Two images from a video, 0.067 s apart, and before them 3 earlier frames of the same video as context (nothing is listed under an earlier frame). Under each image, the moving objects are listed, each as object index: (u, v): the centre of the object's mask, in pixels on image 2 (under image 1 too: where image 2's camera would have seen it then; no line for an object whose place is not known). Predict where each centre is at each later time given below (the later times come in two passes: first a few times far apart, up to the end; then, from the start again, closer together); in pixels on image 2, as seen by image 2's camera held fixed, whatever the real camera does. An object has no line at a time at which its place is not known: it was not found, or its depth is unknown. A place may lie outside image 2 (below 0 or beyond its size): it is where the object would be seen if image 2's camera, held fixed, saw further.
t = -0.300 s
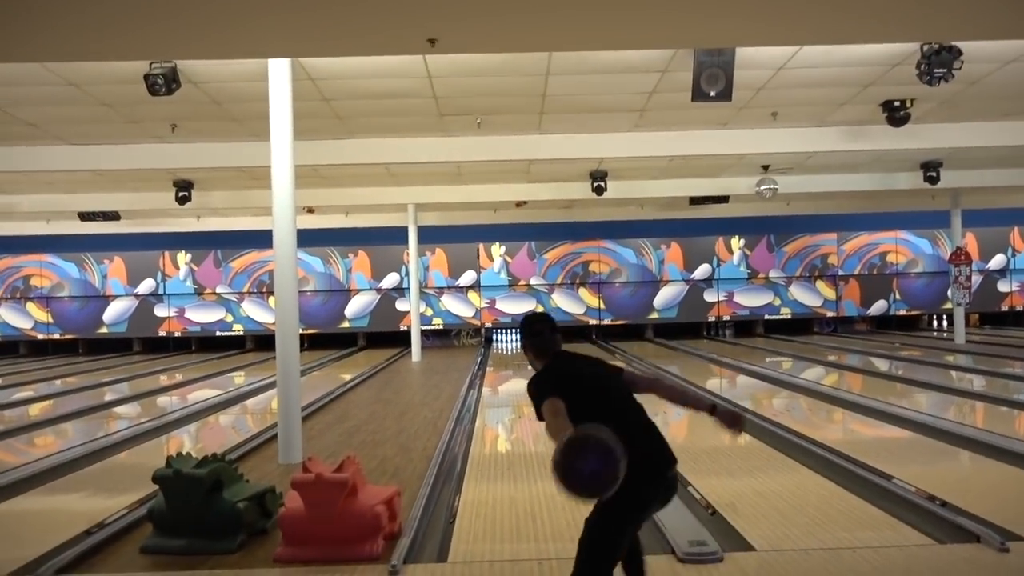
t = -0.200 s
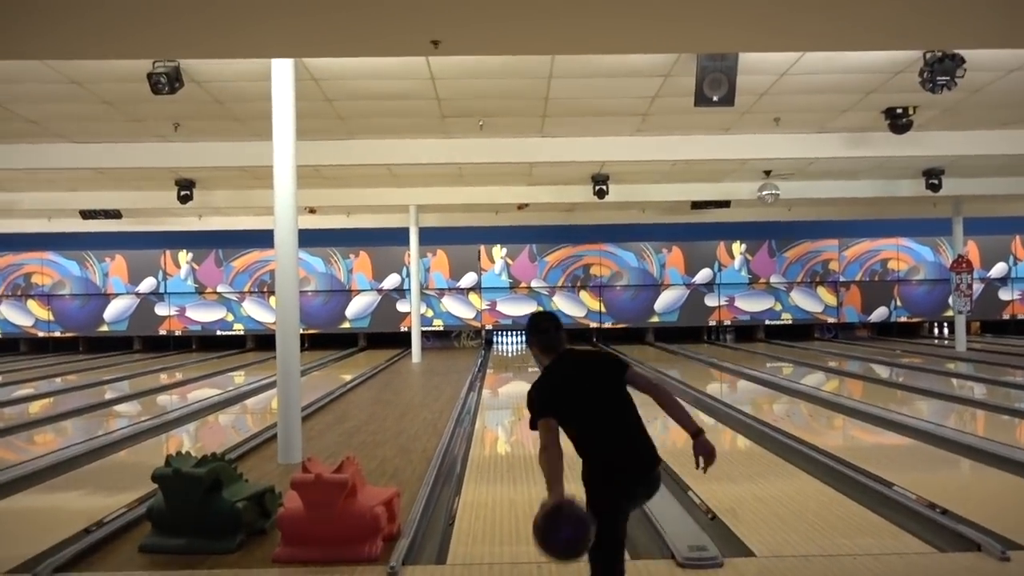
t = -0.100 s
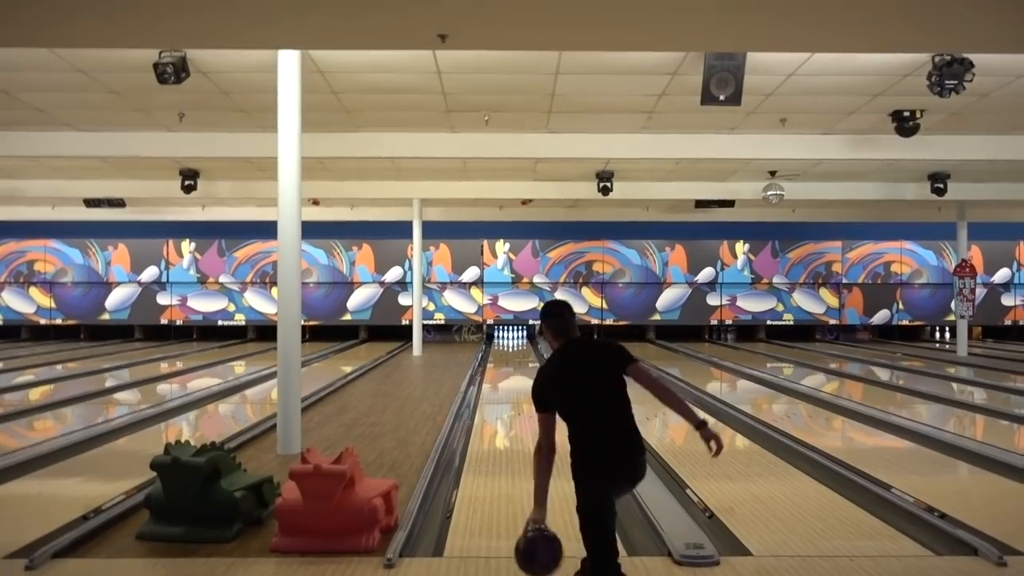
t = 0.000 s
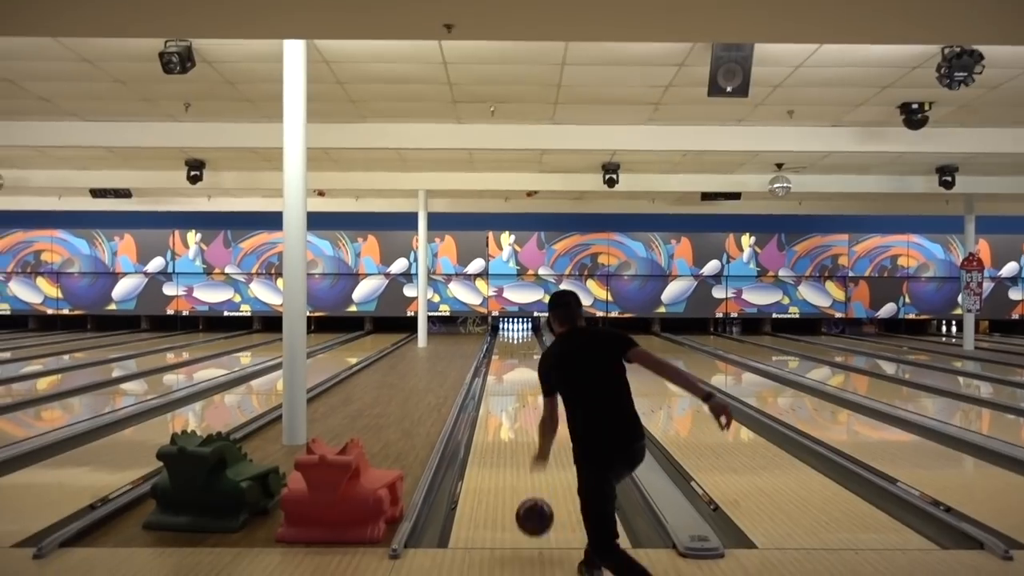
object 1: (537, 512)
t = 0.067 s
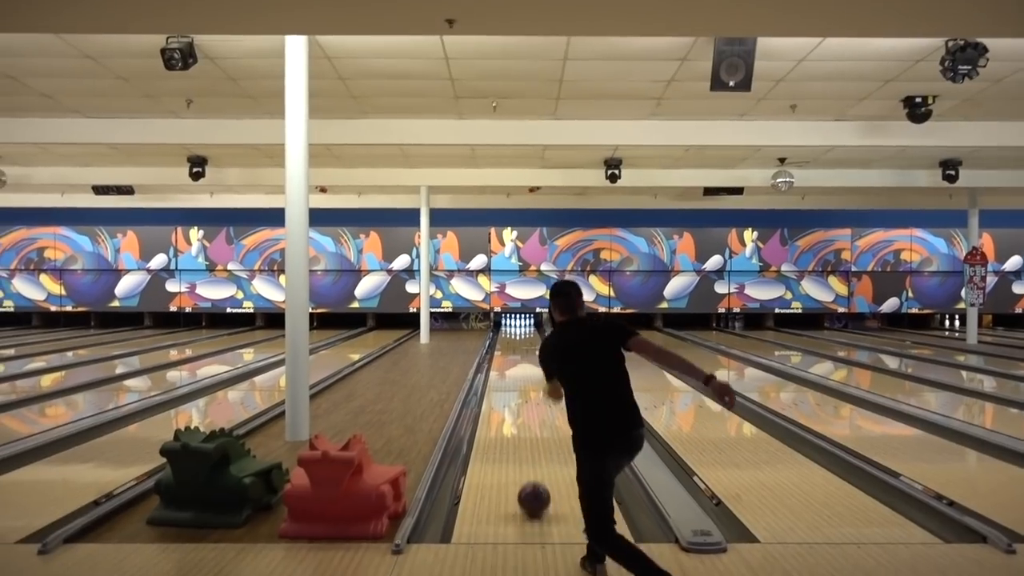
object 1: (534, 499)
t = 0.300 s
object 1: (527, 432)
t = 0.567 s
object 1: (523, 393)
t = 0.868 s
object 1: (520, 367)
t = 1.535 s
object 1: (516, 338)
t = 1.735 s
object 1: (515, 333)
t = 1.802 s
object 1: (515, 331)
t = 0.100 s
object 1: (533, 486)
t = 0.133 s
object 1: (531, 475)
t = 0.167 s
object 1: (530, 465)
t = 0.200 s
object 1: (529, 456)
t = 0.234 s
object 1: (529, 447)
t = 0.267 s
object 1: (528, 439)
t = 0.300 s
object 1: (527, 432)
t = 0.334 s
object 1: (527, 426)
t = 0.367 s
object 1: (526, 420)
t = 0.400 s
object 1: (525, 415)
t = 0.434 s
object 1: (525, 410)
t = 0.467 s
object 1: (524, 405)
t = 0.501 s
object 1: (524, 401)
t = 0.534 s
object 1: (523, 397)
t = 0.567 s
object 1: (523, 393)
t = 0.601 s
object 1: (523, 390)
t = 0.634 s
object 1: (522, 386)
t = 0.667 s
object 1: (522, 384)
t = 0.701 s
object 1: (522, 381)
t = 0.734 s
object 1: (521, 378)
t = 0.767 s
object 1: (521, 375)
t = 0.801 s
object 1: (521, 372)
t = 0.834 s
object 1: (521, 370)
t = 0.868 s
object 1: (520, 367)
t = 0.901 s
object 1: (521, 365)
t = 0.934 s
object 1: (521, 363)
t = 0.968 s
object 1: (520, 362)
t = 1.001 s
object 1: (520, 360)
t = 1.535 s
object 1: (516, 338)
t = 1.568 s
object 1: (516, 337)
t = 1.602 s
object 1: (516, 335)
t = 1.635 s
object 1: (516, 335)
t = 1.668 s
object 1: (515, 334)
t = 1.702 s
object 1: (515, 333)
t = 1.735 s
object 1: (515, 333)
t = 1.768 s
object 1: (515, 334)
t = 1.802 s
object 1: (515, 331)
